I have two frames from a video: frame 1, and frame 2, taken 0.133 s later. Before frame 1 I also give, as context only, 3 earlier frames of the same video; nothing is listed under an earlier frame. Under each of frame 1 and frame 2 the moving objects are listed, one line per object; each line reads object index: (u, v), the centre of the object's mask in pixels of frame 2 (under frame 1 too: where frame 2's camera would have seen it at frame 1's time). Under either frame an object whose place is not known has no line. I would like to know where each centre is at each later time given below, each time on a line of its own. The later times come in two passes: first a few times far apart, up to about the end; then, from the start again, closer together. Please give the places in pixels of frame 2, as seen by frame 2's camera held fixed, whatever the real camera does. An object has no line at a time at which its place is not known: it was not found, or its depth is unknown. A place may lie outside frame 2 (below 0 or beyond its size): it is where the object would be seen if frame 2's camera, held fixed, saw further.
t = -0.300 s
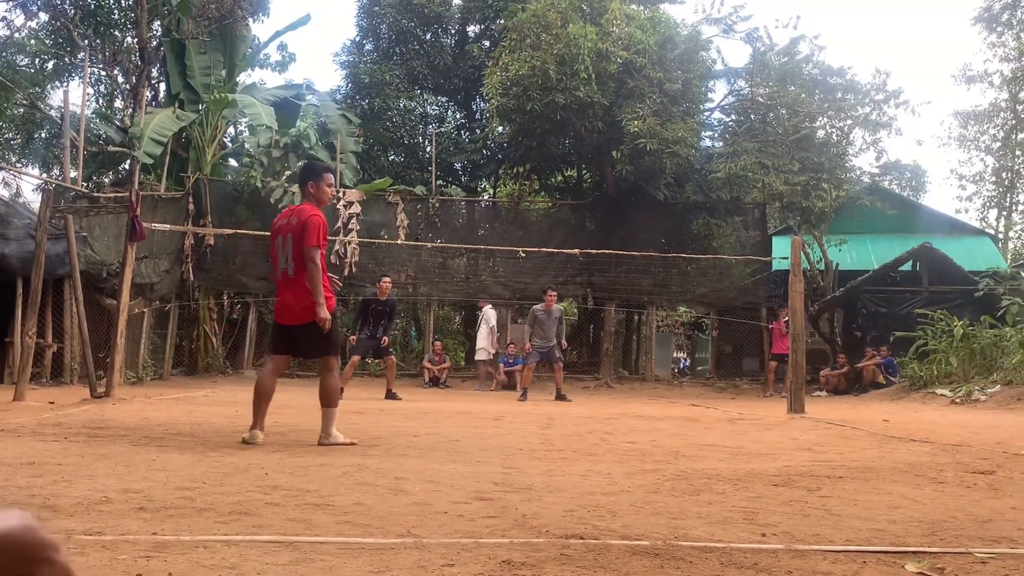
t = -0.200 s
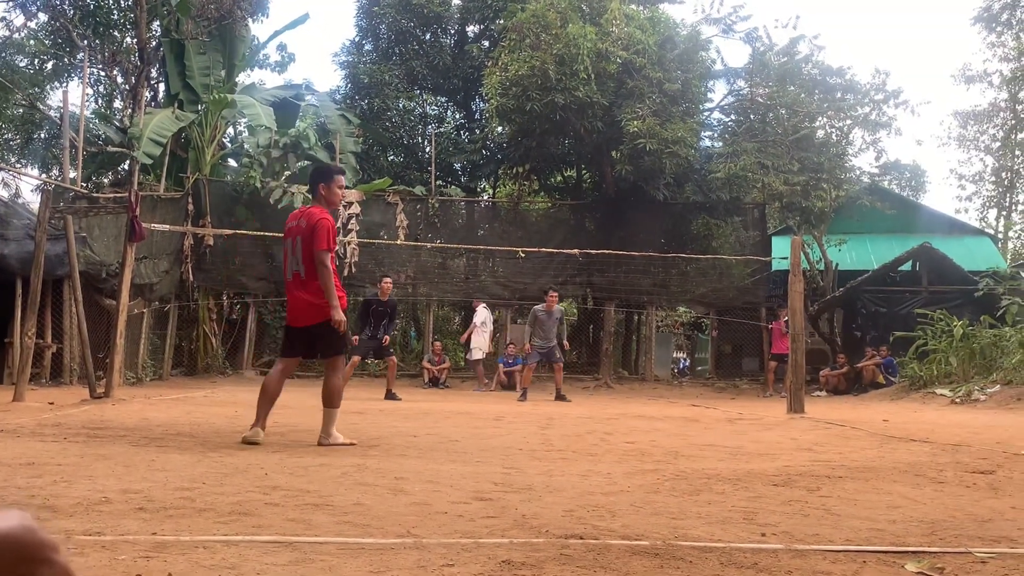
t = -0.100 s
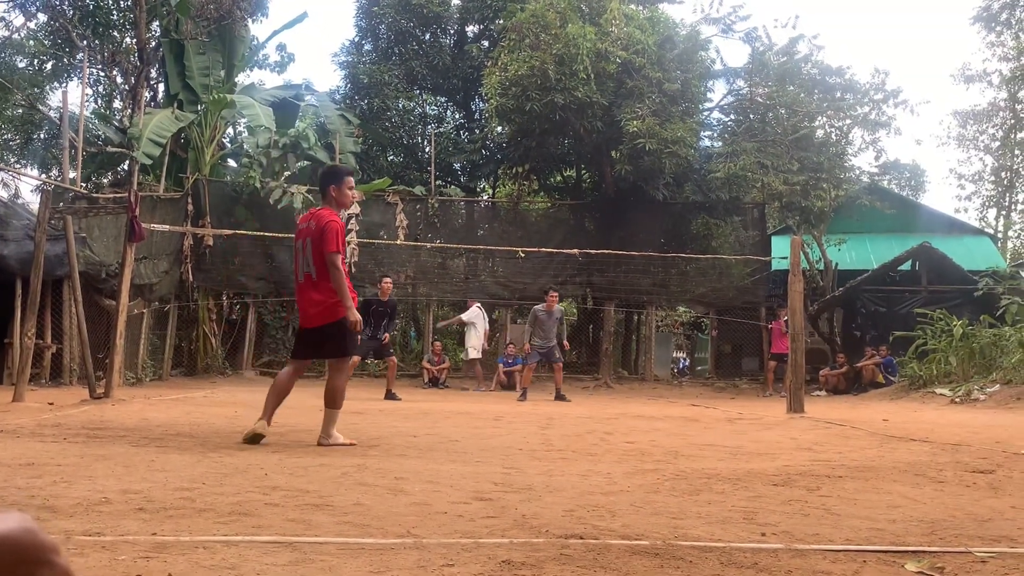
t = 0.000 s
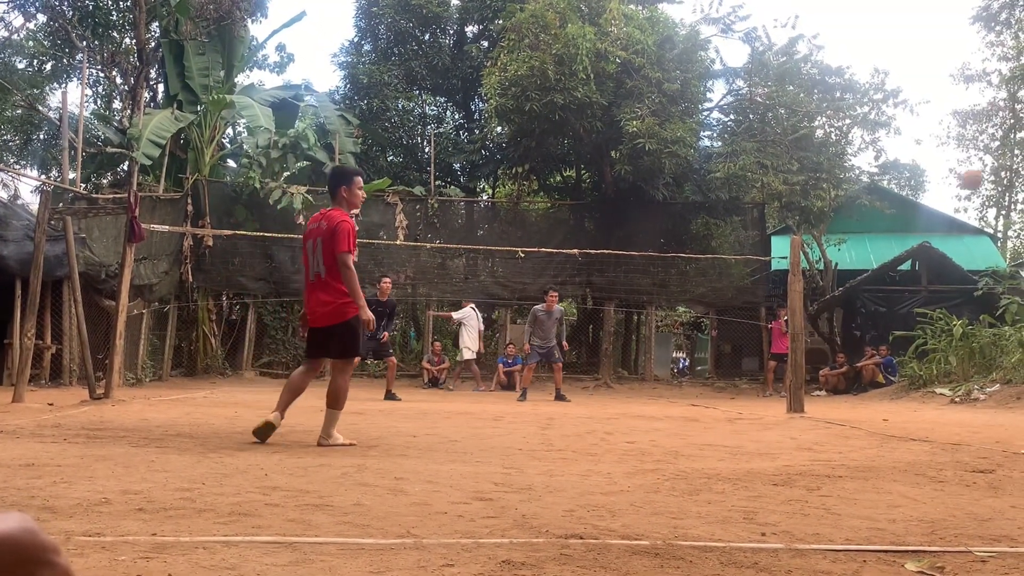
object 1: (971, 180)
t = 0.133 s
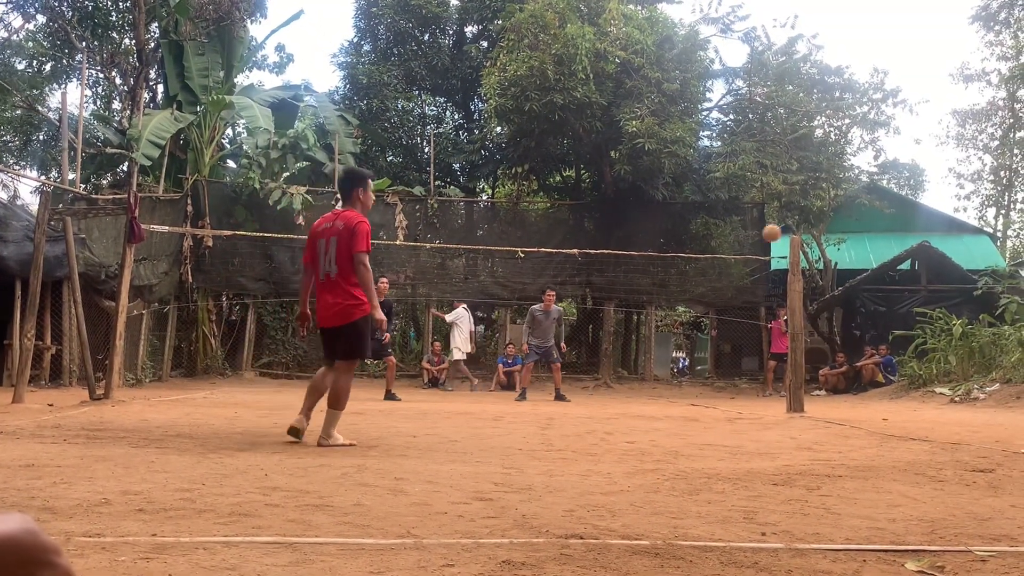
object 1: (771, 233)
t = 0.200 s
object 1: (704, 260)
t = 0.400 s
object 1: (619, 292)
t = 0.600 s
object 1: (633, 290)
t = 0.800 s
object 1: (651, 338)
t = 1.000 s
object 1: (669, 423)
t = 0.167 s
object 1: (736, 246)
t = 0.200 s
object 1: (704, 260)
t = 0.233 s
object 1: (675, 273)
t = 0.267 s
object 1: (650, 286)
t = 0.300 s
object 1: (627, 299)
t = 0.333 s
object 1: (618, 302)
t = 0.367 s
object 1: (618, 297)
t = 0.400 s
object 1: (619, 292)
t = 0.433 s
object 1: (621, 289)
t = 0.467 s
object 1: (623, 287)
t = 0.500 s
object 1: (625, 286)
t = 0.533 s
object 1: (628, 286)
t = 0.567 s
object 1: (631, 288)
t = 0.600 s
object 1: (633, 290)
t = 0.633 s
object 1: (636, 294)
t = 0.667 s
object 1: (639, 300)
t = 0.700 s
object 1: (642, 307)
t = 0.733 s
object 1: (645, 315)
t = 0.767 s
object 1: (648, 325)
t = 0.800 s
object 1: (651, 338)
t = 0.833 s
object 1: (654, 352)
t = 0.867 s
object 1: (657, 369)
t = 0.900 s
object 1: (661, 388)
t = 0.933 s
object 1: (664, 411)
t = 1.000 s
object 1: (669, 423)
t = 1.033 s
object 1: (671, 410)
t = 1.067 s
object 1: (672, 397)
